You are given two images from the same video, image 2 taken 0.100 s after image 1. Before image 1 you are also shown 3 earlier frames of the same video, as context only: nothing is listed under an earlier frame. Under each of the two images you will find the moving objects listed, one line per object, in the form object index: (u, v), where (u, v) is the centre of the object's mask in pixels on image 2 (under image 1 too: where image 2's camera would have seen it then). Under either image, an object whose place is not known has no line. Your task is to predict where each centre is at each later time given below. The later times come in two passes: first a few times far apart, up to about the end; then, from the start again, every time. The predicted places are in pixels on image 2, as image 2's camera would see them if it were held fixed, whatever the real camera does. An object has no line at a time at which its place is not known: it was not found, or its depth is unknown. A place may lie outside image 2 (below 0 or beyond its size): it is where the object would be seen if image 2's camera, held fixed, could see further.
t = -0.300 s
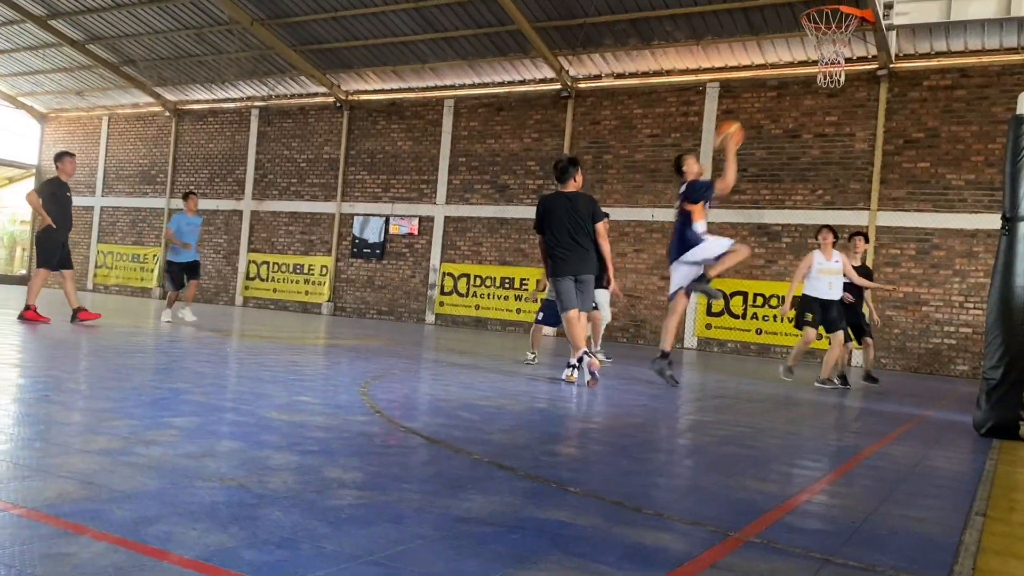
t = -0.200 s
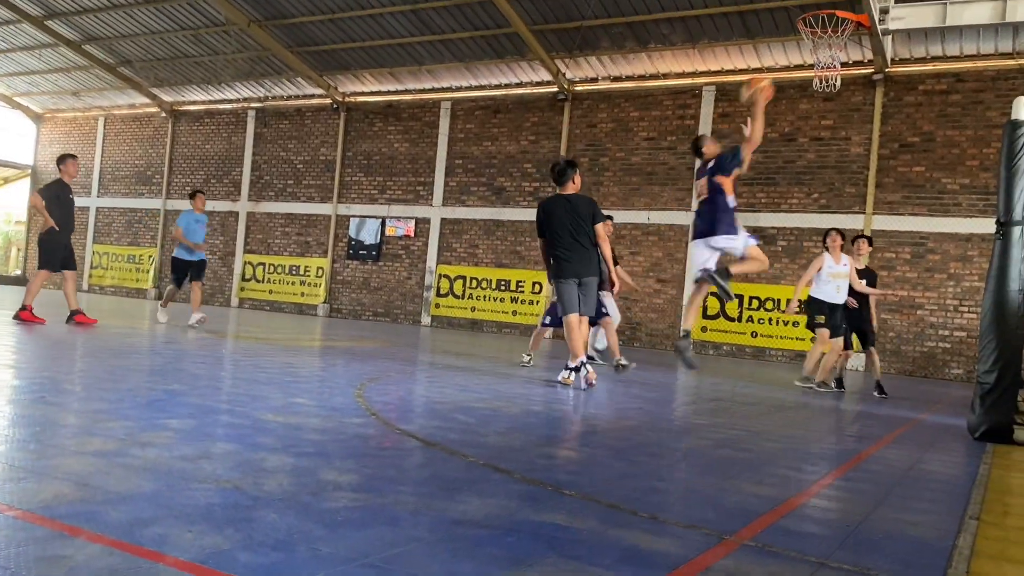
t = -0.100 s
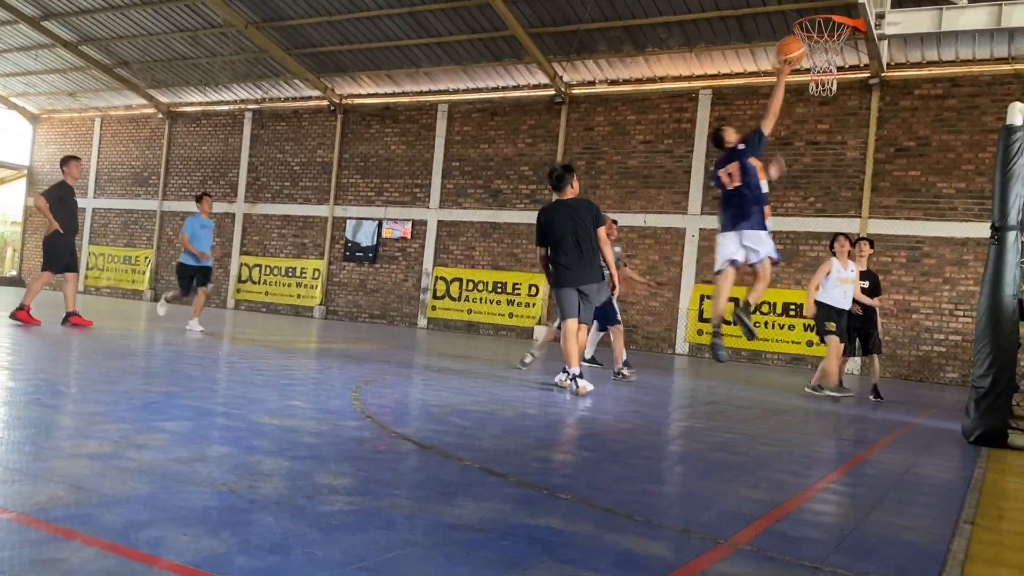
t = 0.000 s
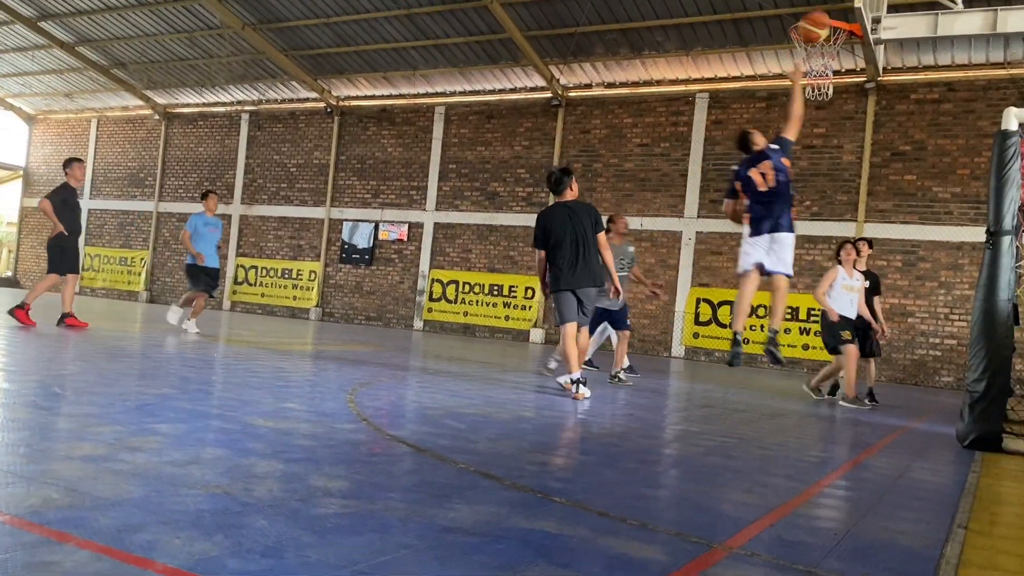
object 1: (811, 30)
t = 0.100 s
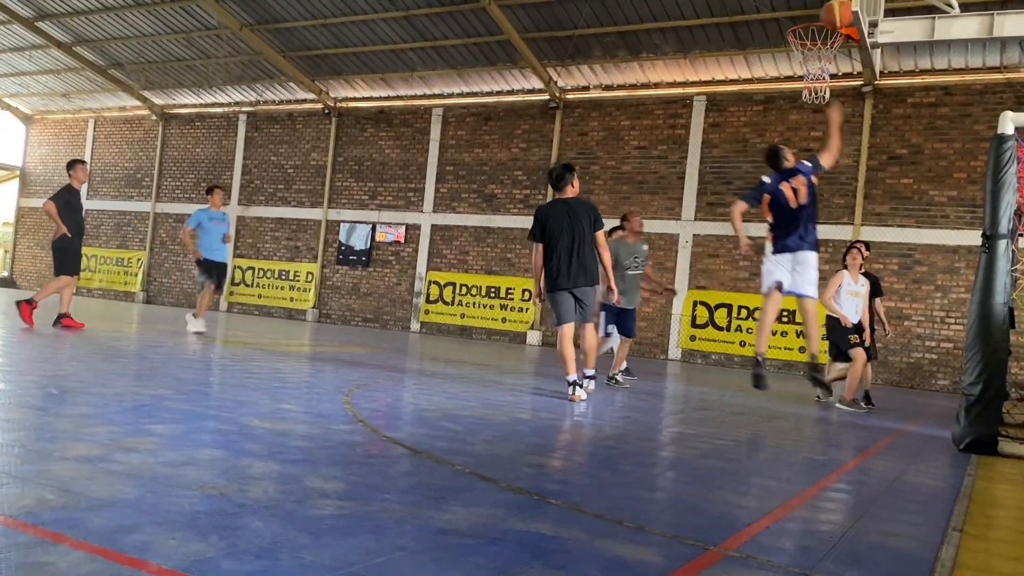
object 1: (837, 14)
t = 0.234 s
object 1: (830, 10)
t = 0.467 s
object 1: (803, 27)
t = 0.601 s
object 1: (790, 64)
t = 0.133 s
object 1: (842, 12)
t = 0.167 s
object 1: (839, 11)
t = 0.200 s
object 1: (835, 10)
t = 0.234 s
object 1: (830, 10)
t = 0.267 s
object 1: (825, 10)
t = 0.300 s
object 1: (822, 9)
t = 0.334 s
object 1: (819, 10)
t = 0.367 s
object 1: (815, 12)
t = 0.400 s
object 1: (811, 15)
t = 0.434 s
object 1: (808, 20)
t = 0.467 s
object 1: (803, 27)
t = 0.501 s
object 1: (800, 35)
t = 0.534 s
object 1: (796, 43)
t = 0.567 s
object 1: (798, 52)
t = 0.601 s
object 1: (790, 64)
